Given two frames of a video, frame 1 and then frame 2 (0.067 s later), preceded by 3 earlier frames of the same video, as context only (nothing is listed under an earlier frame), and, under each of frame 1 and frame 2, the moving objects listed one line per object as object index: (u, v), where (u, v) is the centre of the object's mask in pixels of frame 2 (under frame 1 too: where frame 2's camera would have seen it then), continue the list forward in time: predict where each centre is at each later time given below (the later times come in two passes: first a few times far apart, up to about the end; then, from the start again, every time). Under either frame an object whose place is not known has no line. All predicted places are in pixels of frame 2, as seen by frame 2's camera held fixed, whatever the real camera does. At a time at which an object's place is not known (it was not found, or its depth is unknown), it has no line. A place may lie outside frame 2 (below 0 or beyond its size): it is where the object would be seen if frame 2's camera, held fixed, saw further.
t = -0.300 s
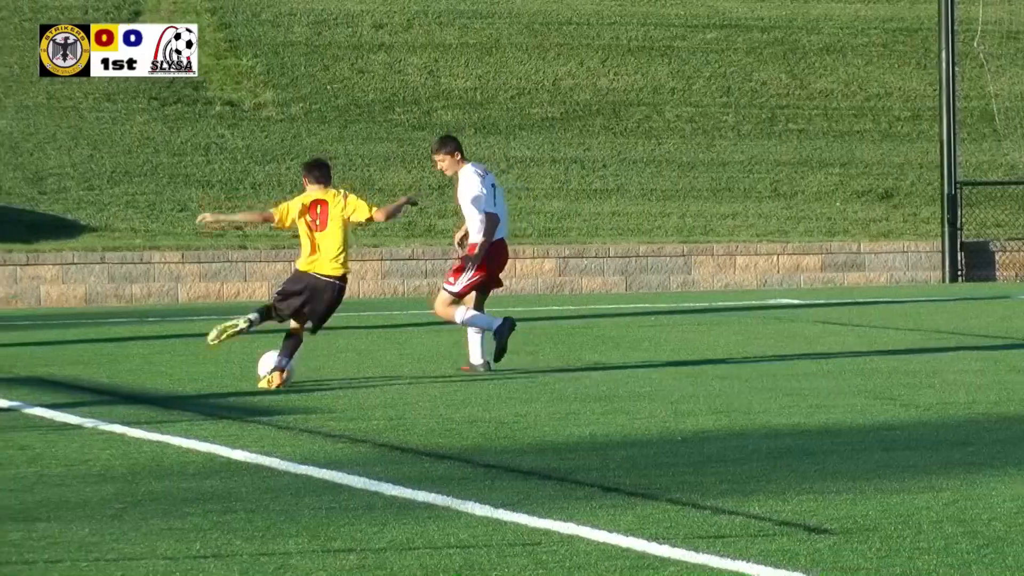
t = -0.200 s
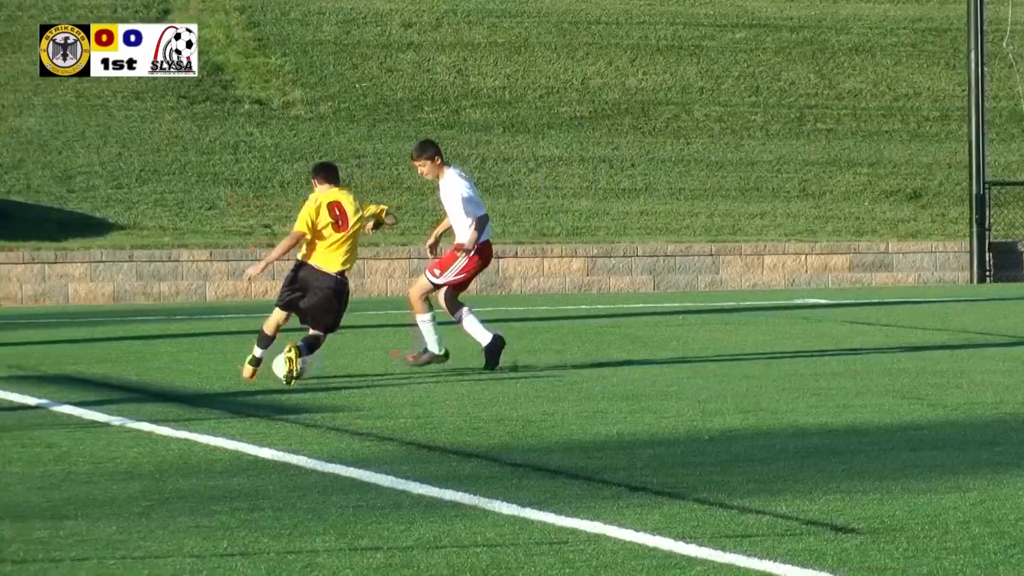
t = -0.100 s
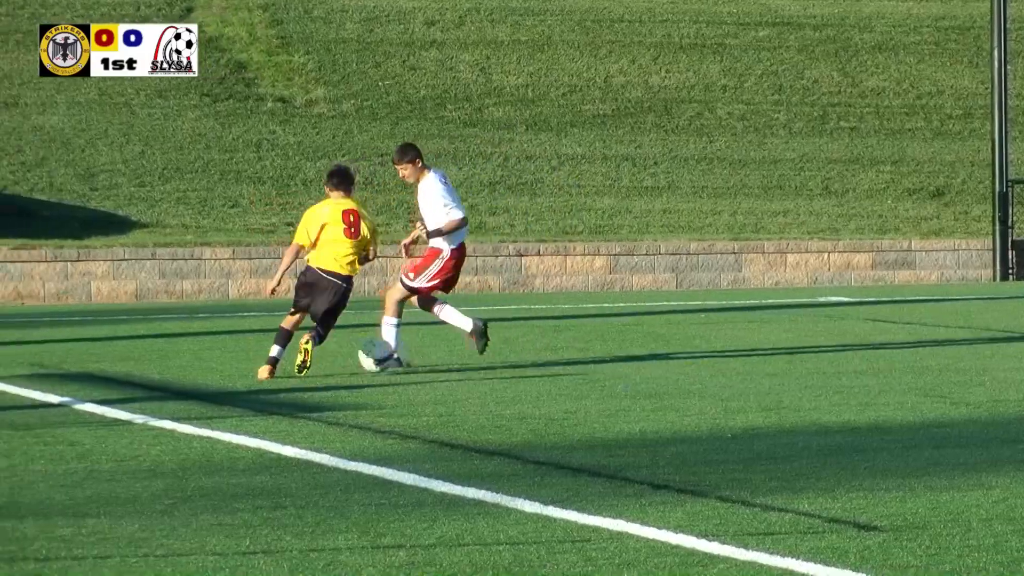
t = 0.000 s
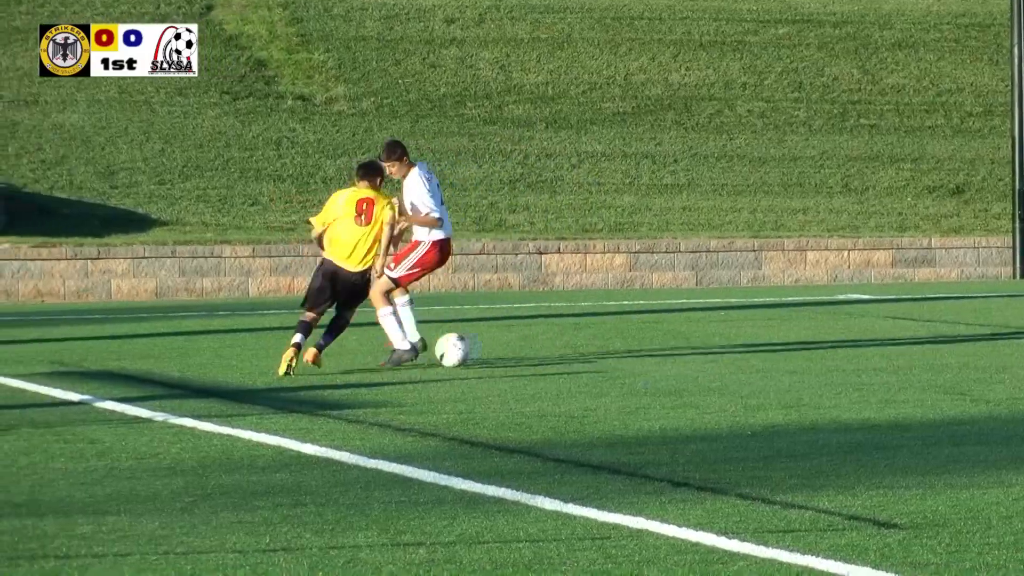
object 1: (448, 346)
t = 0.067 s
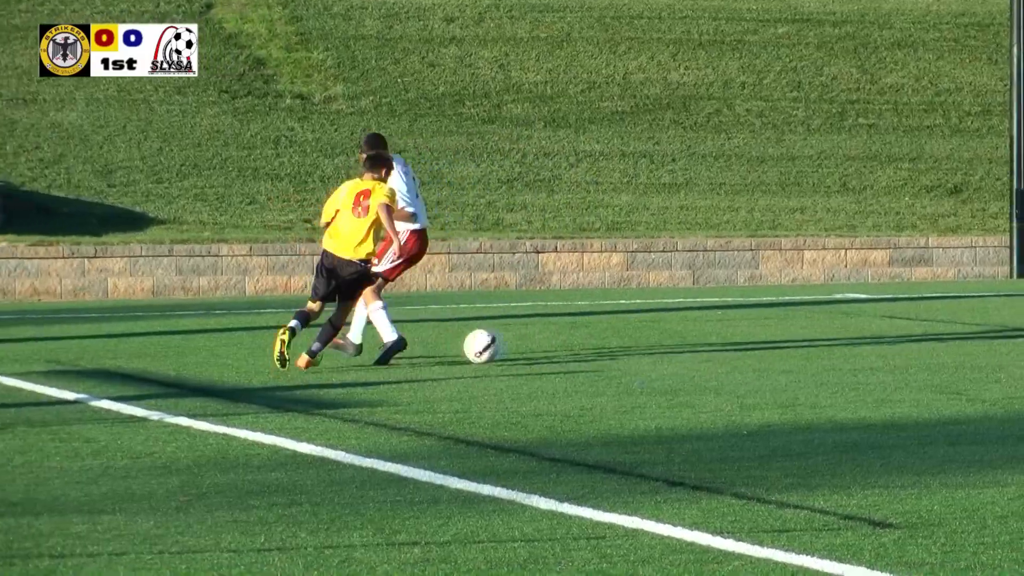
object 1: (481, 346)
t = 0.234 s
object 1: (549, 349)
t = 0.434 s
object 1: (619, 341)
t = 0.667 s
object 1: (693, 339)
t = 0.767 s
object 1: (725, 336)
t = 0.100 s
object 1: (497, 351)
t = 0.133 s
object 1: (512, 351)
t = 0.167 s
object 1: (525, 349)
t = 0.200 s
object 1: (536, 348)
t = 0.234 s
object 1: (549, 349)
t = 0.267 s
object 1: (562, 351)
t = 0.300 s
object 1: (573, 349)
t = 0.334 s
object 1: (585, 346)
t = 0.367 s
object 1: (597, 345)
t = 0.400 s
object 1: (608, 344)
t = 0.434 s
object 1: (619, 341)
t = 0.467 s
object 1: (630, 340)
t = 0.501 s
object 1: (641, 339)
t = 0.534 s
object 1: (652, 341)
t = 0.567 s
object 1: (662, 340)
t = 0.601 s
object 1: (672, 339)
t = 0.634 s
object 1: (683, 339)
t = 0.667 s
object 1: (693, 339)
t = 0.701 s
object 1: (704, 337)
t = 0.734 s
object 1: (714, 337)
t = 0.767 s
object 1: (725, 336)
